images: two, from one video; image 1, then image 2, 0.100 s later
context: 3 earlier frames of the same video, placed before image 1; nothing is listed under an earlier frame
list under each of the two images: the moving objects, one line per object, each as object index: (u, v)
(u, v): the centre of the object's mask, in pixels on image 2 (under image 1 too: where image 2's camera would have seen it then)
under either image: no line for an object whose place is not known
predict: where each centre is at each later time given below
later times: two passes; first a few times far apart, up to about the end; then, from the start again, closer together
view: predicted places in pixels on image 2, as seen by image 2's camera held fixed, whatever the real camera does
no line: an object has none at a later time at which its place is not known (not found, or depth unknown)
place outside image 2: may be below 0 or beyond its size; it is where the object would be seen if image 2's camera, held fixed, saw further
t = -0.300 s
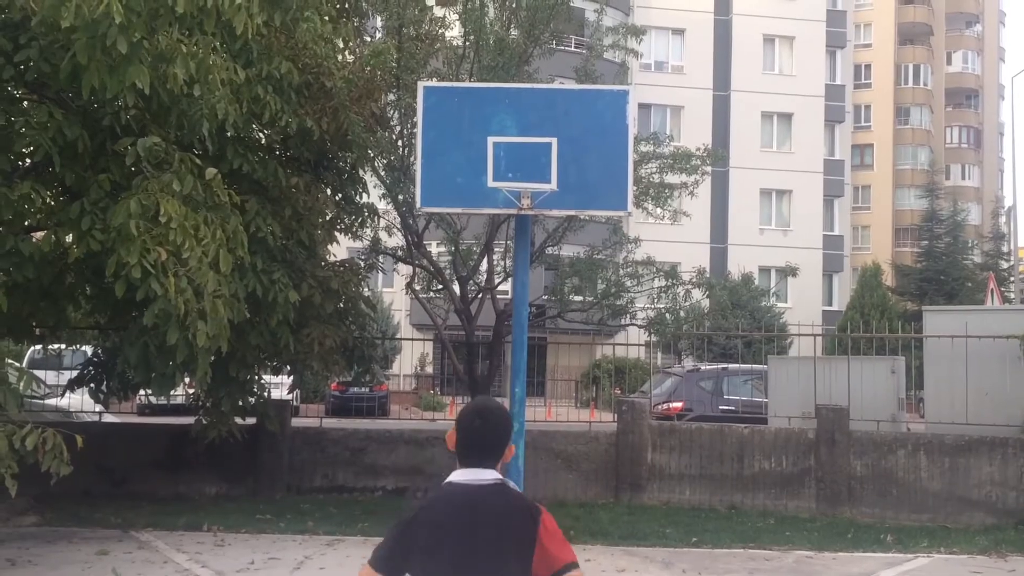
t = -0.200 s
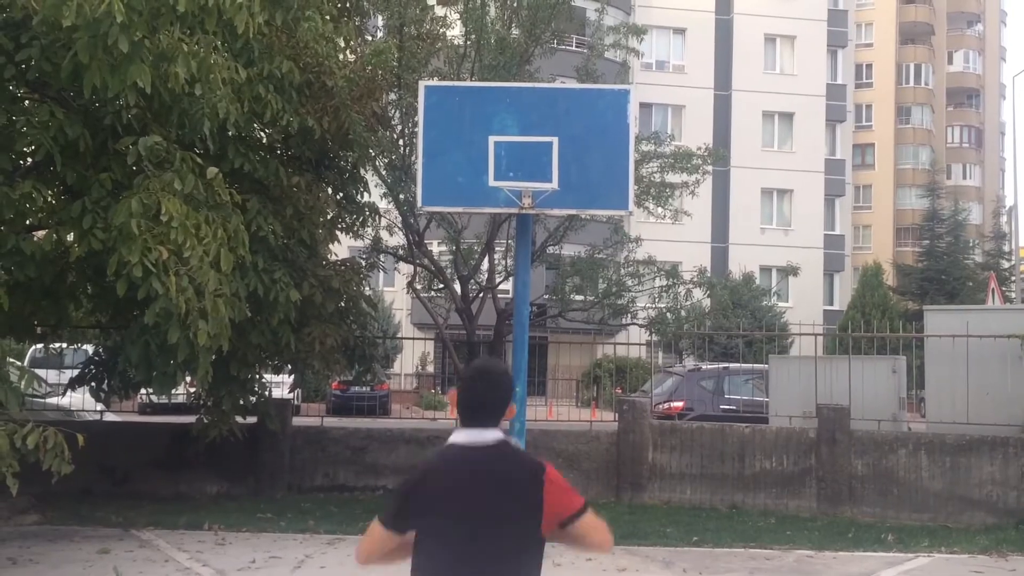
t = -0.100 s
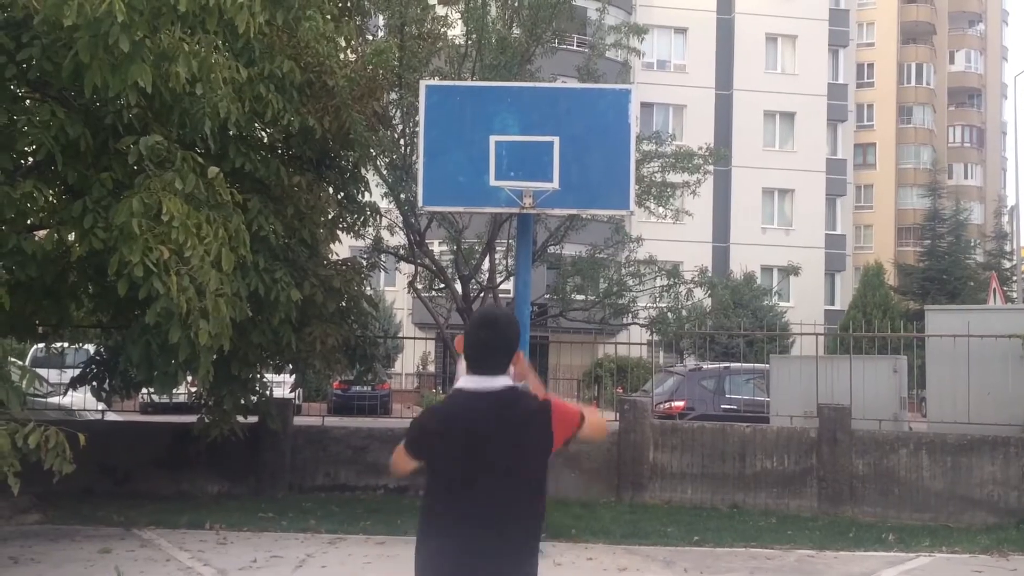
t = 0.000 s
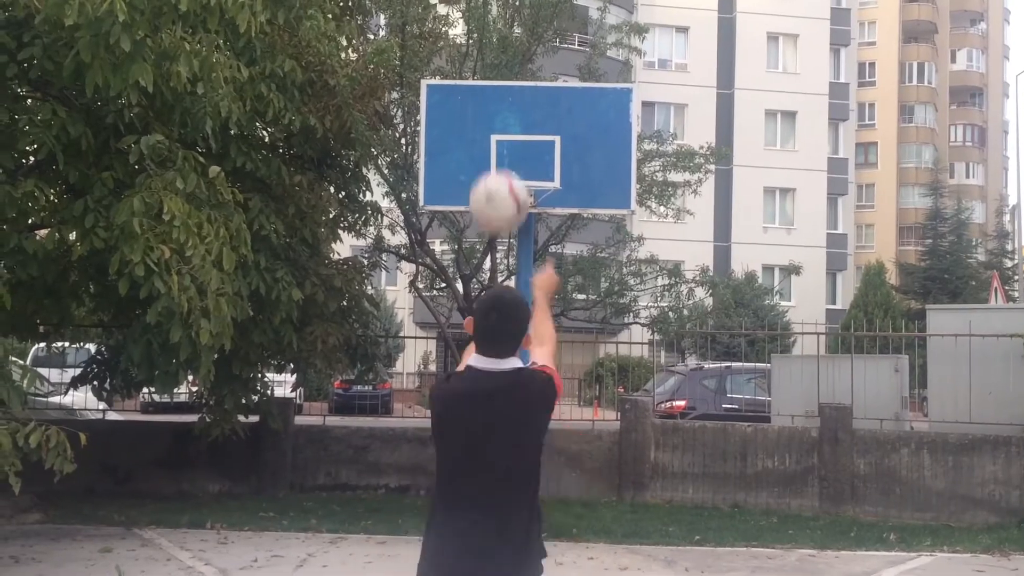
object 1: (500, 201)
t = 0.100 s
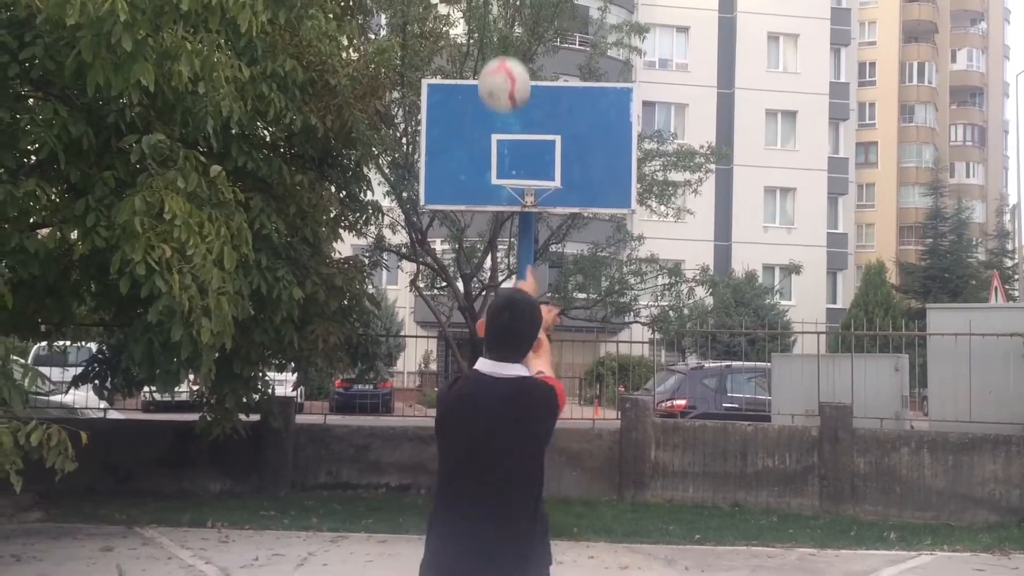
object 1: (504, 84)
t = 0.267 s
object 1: (512, 5)
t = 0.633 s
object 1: (517, 4)
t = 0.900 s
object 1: (521, 95)
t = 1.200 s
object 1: (520, 220)
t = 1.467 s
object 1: (524, 417)
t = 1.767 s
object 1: (534, 508)
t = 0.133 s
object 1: (506, 56)
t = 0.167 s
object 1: (507, 34)
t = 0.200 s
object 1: (508, 18)
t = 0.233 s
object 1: (509, 10)
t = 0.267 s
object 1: (512, 5)
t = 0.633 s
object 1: (517, 4)
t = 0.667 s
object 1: (519, 6)
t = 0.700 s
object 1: (518, 12)
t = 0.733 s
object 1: (519, 22)
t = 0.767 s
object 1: (520, 35)
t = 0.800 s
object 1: (520, 50)
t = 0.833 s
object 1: (521, 64)
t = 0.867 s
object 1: (521, 79)
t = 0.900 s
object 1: (521, 95)
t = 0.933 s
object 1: (521, 111)
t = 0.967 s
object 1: (521, 129)
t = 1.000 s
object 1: (521, 149)
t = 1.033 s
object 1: (520, 158)
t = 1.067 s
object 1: (520, 167)
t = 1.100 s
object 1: (519, 176)
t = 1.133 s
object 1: (518, 190)
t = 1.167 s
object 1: (519, 204)
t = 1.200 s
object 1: (520, 220)
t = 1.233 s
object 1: (521, 237)
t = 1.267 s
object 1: (521, 258)
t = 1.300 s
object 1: (522, 279)
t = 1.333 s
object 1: (522, 303)
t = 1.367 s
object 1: (522, 327)
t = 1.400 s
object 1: (523, 355)
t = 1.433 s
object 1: (523, 385)
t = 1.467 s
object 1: (524, 417)
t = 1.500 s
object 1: (524, 451)
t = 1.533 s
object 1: (525, 488)
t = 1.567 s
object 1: (525, 526)
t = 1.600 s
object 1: (525, 569)
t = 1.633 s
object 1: (526, 587)
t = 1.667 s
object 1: (528, 562)
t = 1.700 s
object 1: (529, 543)
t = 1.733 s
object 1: (531, 525)
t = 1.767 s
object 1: (534, 508)
